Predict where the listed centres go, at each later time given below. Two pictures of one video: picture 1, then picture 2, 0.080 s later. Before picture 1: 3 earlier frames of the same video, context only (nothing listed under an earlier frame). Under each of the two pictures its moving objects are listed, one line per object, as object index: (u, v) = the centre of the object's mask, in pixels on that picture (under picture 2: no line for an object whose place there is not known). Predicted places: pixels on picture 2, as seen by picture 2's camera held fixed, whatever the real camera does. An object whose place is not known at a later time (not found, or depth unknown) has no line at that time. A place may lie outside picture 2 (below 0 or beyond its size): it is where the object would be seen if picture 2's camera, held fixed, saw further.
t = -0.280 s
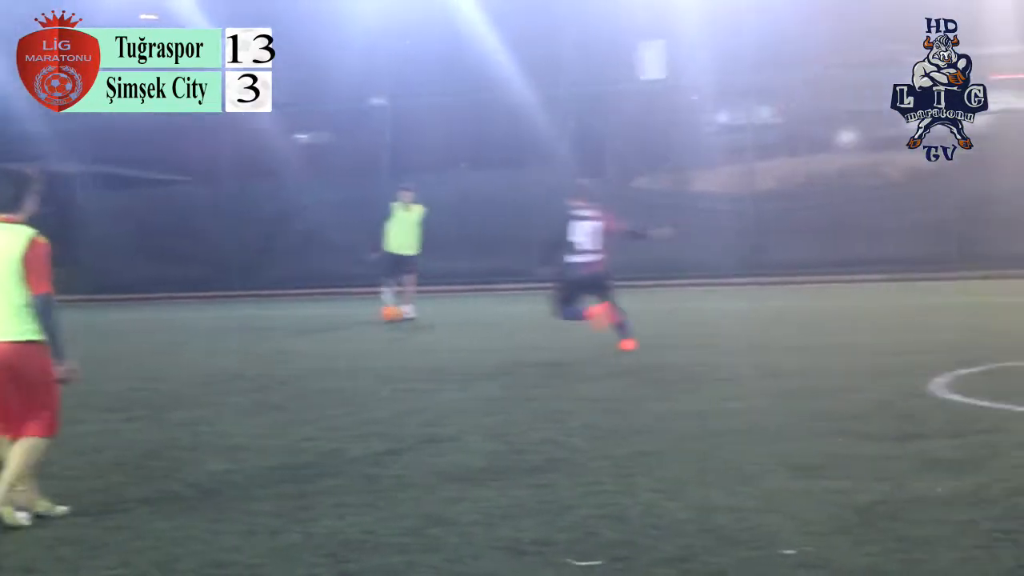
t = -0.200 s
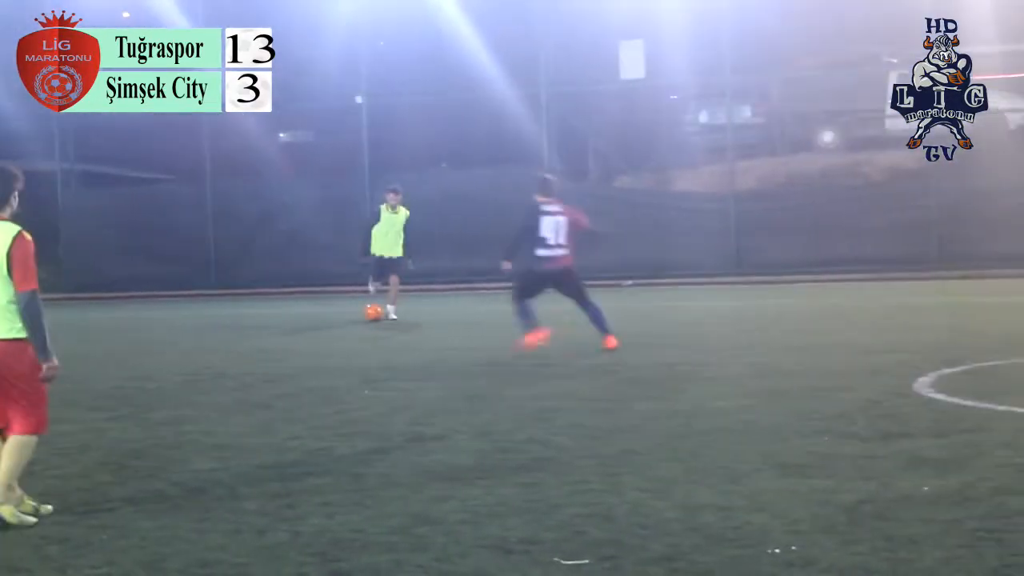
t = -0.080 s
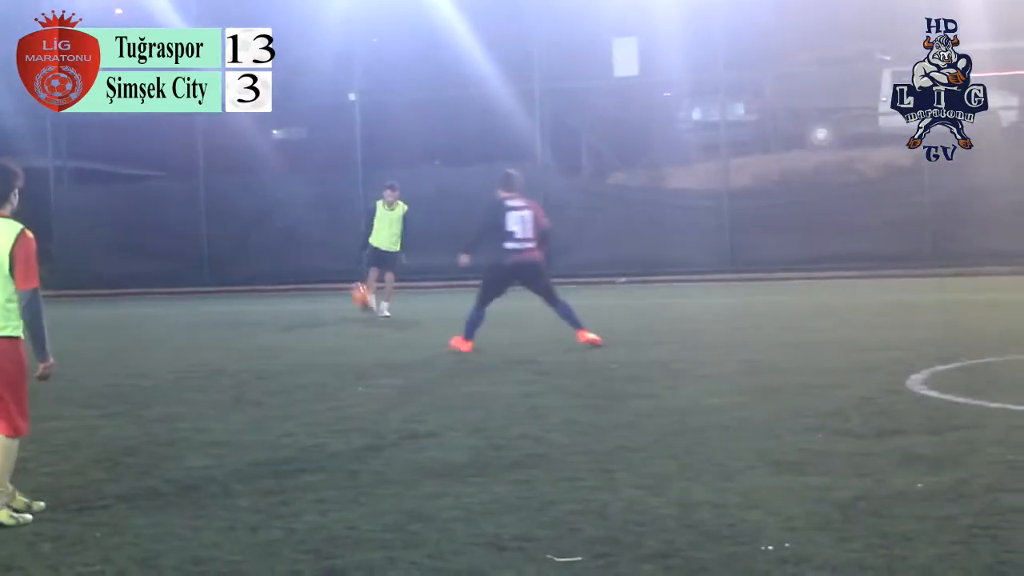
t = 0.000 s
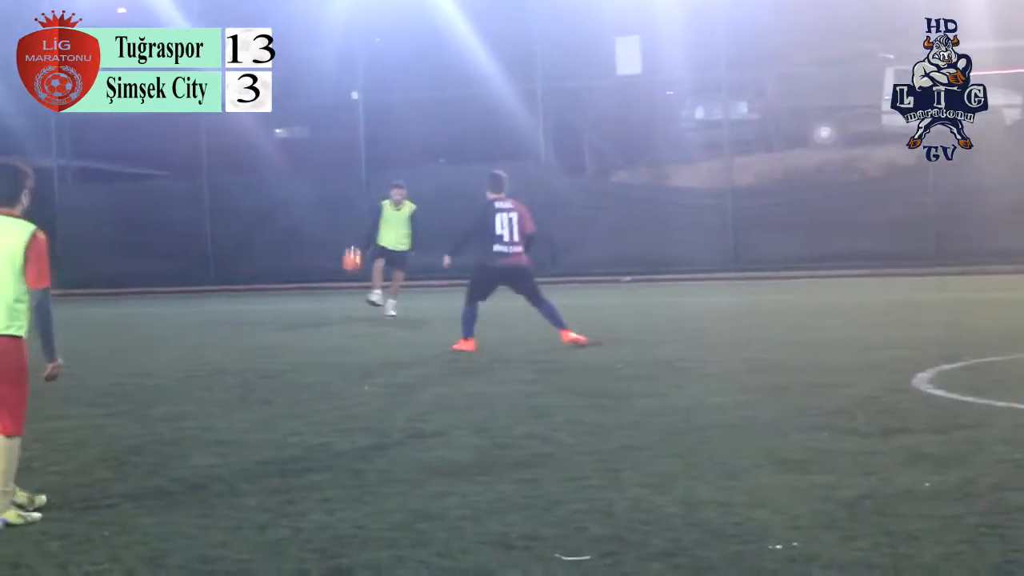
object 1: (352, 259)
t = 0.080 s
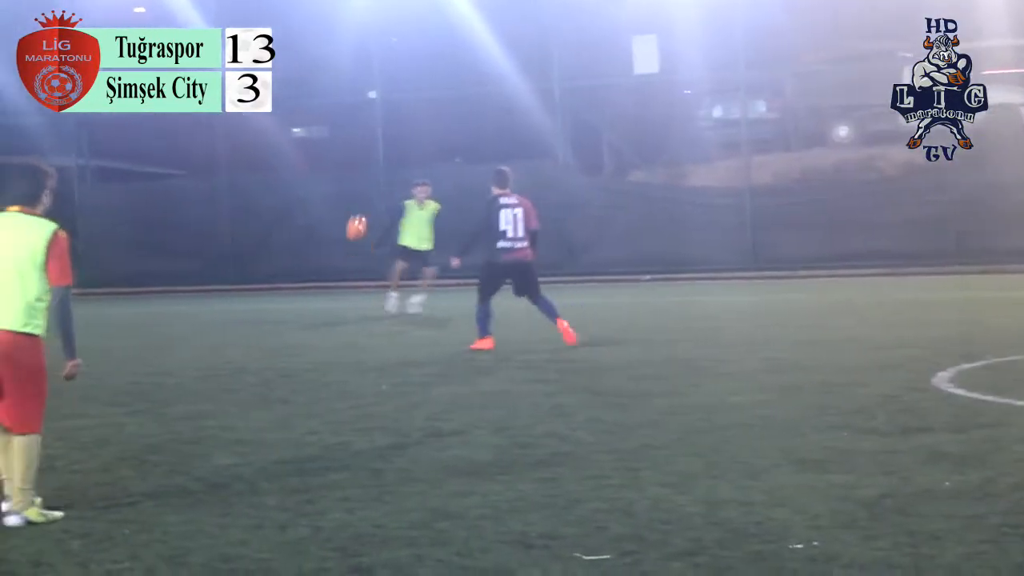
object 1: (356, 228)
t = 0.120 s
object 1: (352, 211)
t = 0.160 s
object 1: (347, 196)
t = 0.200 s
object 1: (351, 182)
